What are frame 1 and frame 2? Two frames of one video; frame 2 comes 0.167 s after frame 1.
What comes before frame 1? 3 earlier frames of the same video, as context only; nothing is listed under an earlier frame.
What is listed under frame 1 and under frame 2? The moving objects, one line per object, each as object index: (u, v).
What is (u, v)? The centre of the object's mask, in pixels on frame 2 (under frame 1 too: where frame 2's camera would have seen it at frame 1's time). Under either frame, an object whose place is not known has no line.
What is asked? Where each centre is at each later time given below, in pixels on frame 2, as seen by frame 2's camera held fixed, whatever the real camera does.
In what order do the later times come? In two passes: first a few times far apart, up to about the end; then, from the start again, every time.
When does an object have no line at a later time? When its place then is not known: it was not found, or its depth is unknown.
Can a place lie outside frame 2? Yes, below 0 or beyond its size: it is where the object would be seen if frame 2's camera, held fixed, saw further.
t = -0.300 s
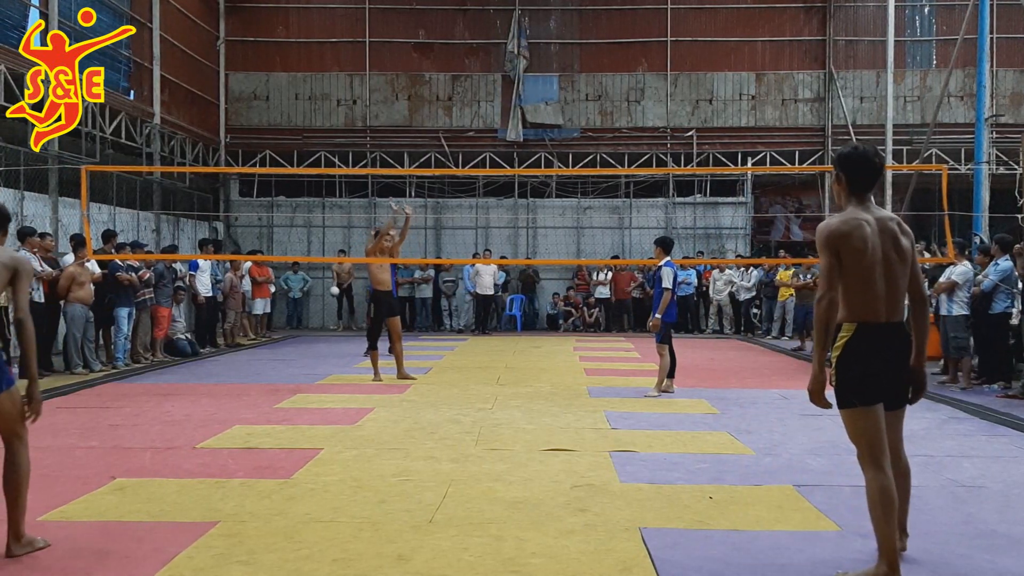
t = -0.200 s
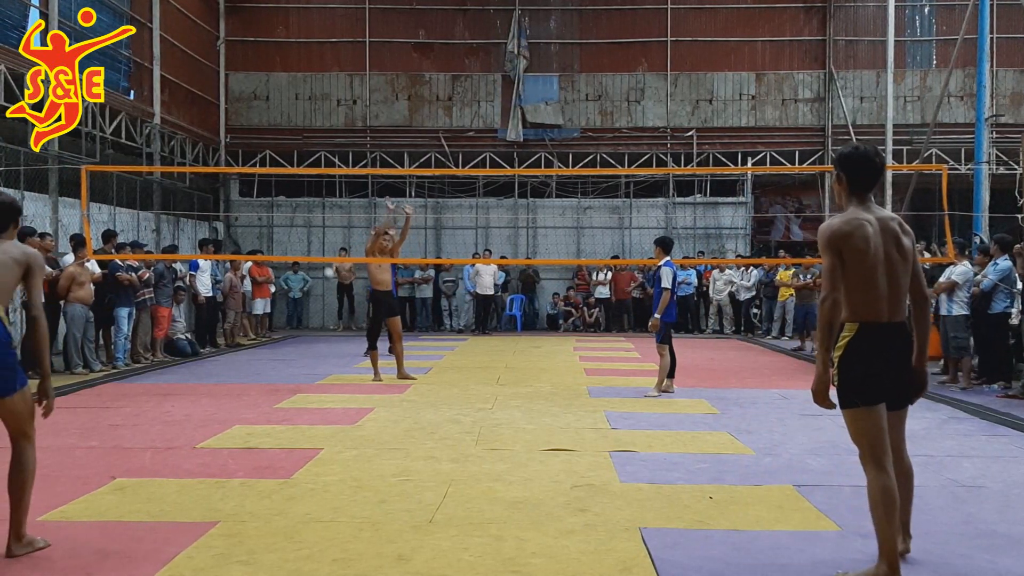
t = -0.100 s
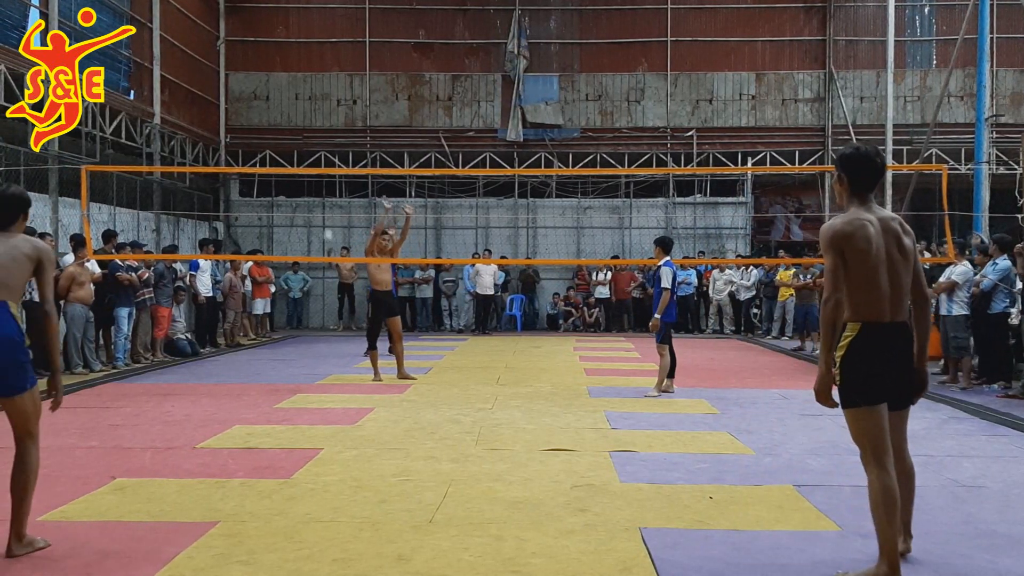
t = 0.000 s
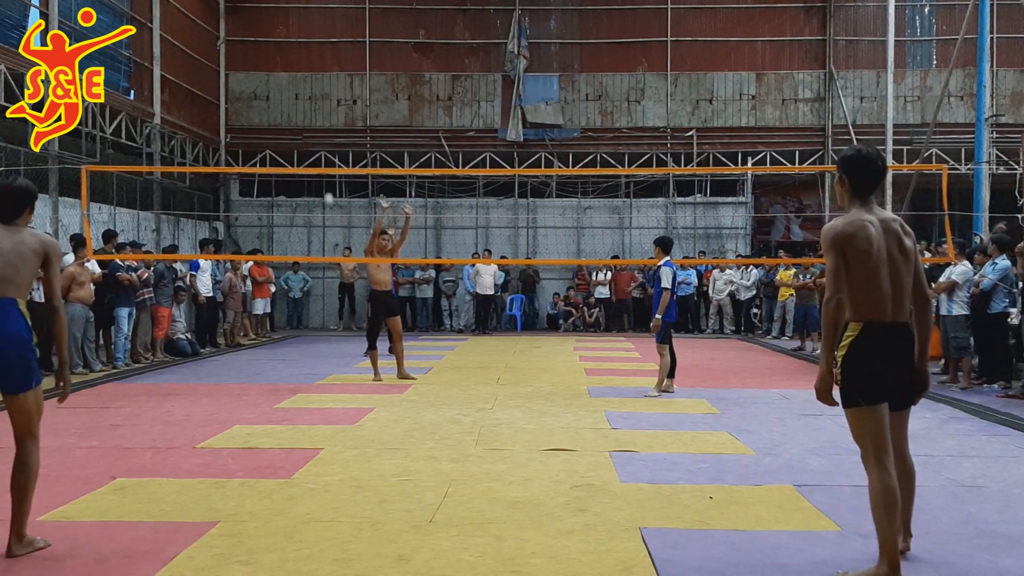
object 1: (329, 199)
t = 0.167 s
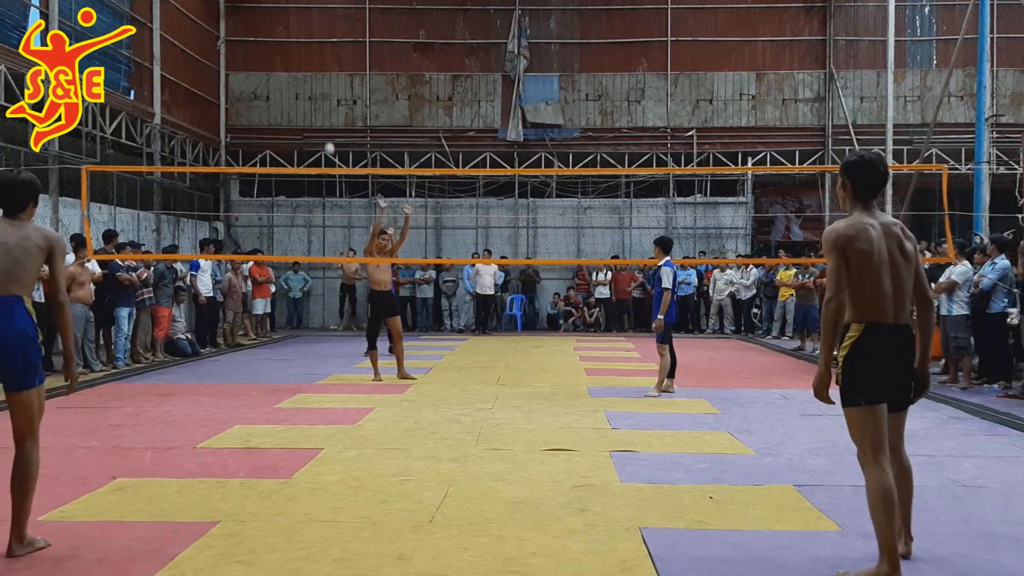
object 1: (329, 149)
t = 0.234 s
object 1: (329, 131)
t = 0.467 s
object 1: (331, 88)
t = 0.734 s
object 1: (332, 70)
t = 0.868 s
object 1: (333, 72)
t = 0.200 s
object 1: (329, 140)
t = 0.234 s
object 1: (329, 131)
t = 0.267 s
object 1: (330, 125)
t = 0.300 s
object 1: (330, 116)
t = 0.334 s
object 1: (330, 110)
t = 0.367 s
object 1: (331, 104)
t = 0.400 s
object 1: (331, 99)
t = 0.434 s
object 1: (331, 93)
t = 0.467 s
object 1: (331, 88)
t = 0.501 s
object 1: (331, 84)
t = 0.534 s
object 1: (331, 81)
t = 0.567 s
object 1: (331, 78)
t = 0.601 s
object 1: (331, 75)
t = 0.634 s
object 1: (332, 73)
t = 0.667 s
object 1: (332, 71)
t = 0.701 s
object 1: (332, 70)
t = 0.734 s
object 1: (332, 70)
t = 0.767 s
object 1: (332, 70)
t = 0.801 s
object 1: (333, 70)
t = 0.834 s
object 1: (333, 71)
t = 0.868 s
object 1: (333, 72)
